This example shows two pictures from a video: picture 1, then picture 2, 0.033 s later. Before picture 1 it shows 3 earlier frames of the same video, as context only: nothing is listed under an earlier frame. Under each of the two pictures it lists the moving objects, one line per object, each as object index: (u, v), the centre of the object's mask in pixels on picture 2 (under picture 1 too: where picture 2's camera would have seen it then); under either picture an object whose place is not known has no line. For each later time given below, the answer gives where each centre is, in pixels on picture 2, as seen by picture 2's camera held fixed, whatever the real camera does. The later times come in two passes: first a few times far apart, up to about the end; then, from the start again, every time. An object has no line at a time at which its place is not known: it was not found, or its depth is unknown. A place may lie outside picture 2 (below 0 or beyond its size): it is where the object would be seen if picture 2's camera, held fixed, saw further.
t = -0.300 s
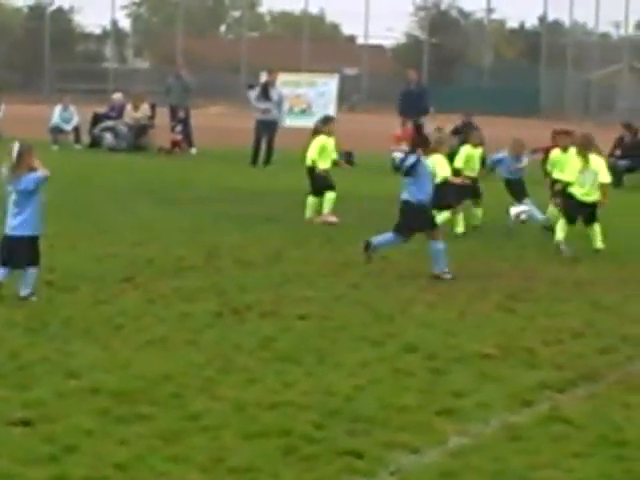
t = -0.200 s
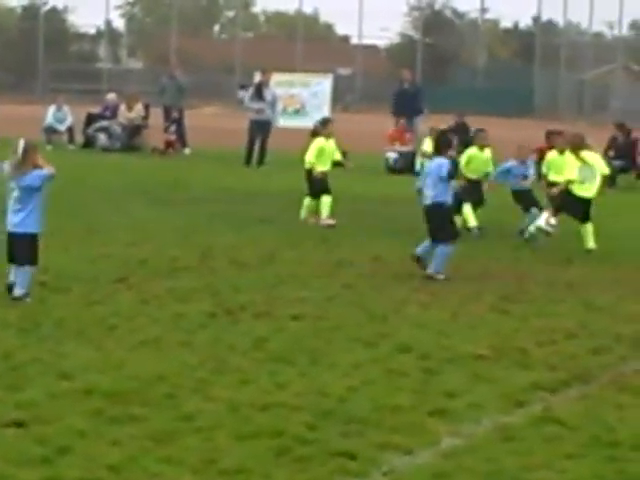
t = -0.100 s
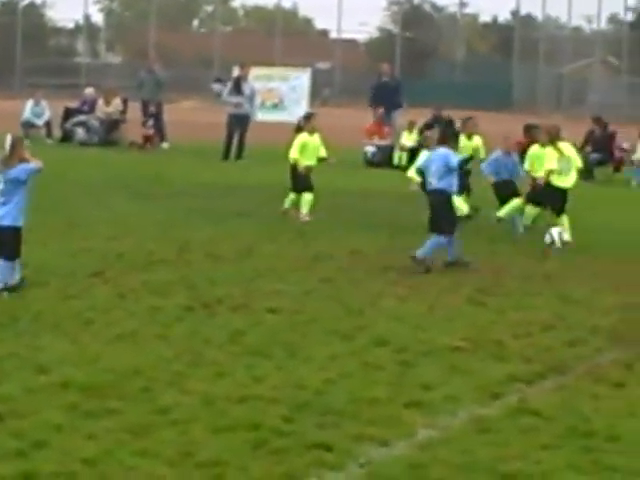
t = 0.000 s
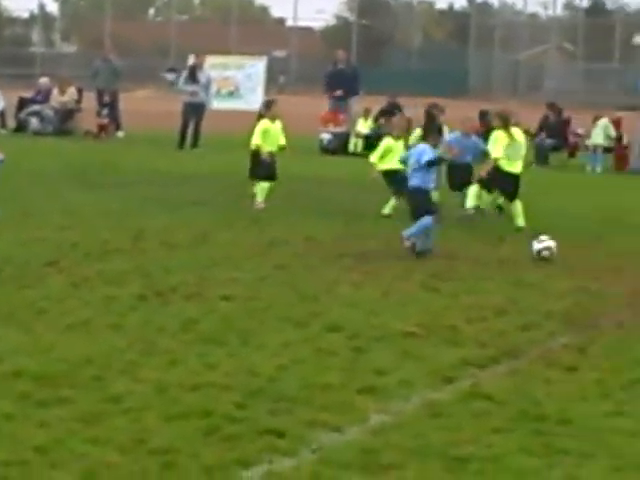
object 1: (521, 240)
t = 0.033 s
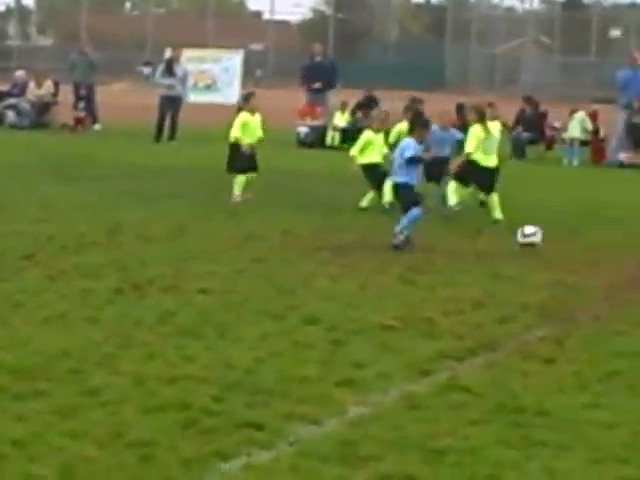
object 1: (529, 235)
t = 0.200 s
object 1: (570, 237)
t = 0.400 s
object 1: (623, 264)
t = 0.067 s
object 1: (537, 232)
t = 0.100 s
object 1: (546, 233)
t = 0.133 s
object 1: (553, 232)
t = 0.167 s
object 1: (562, 234)
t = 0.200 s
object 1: (570, 237)
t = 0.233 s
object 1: (579, 242)
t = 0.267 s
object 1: (588, 248)
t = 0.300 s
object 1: (598, 255)
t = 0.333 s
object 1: (607, 265)
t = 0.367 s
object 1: (615, 270)
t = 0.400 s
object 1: (623, 264)
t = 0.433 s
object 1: (630, 260)
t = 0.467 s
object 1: (638, 256)
